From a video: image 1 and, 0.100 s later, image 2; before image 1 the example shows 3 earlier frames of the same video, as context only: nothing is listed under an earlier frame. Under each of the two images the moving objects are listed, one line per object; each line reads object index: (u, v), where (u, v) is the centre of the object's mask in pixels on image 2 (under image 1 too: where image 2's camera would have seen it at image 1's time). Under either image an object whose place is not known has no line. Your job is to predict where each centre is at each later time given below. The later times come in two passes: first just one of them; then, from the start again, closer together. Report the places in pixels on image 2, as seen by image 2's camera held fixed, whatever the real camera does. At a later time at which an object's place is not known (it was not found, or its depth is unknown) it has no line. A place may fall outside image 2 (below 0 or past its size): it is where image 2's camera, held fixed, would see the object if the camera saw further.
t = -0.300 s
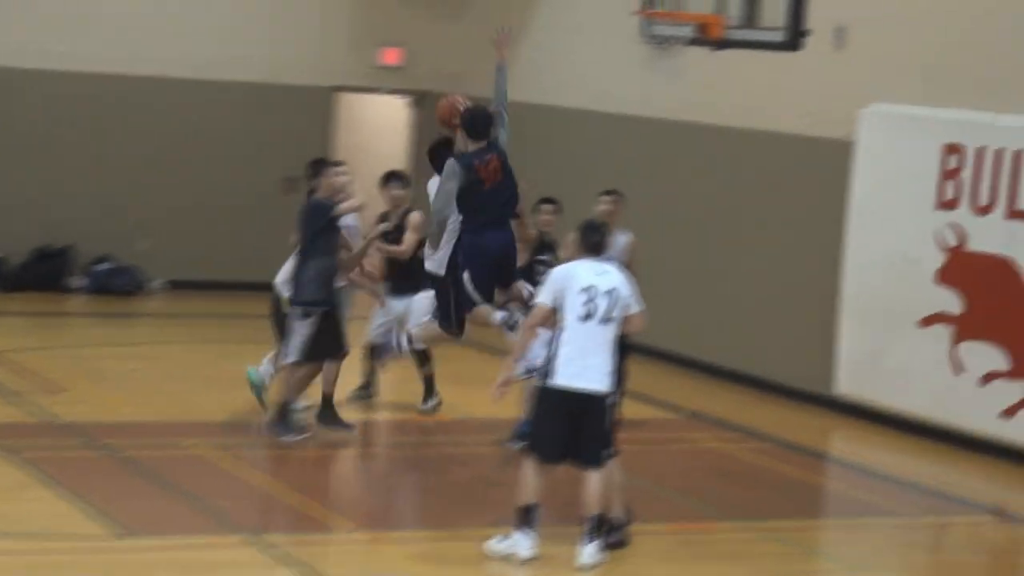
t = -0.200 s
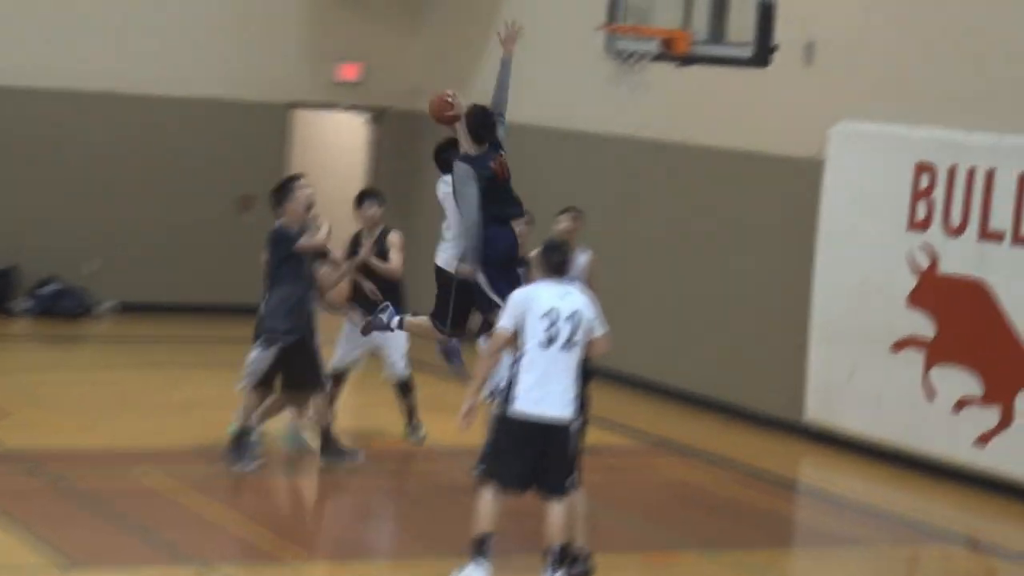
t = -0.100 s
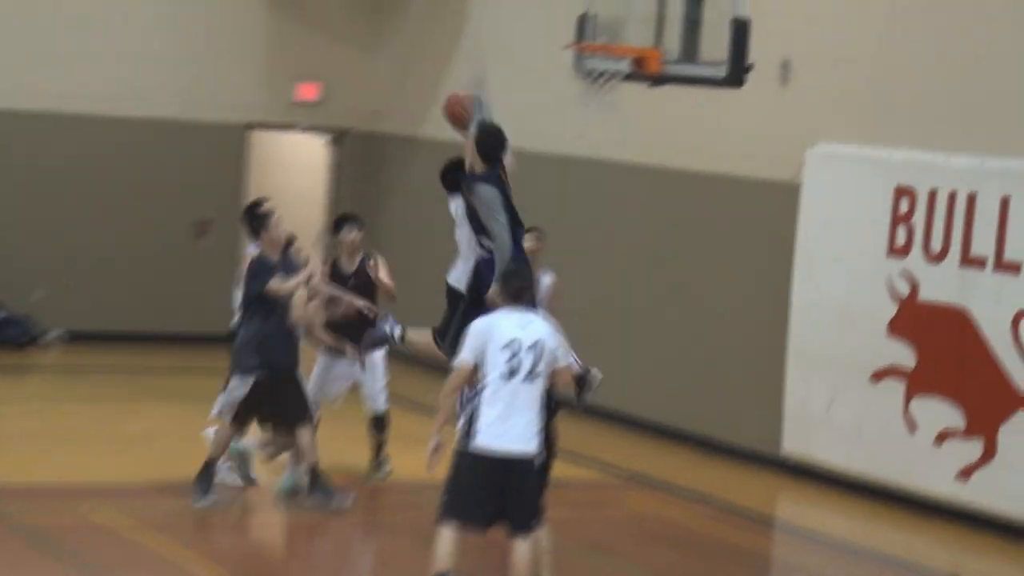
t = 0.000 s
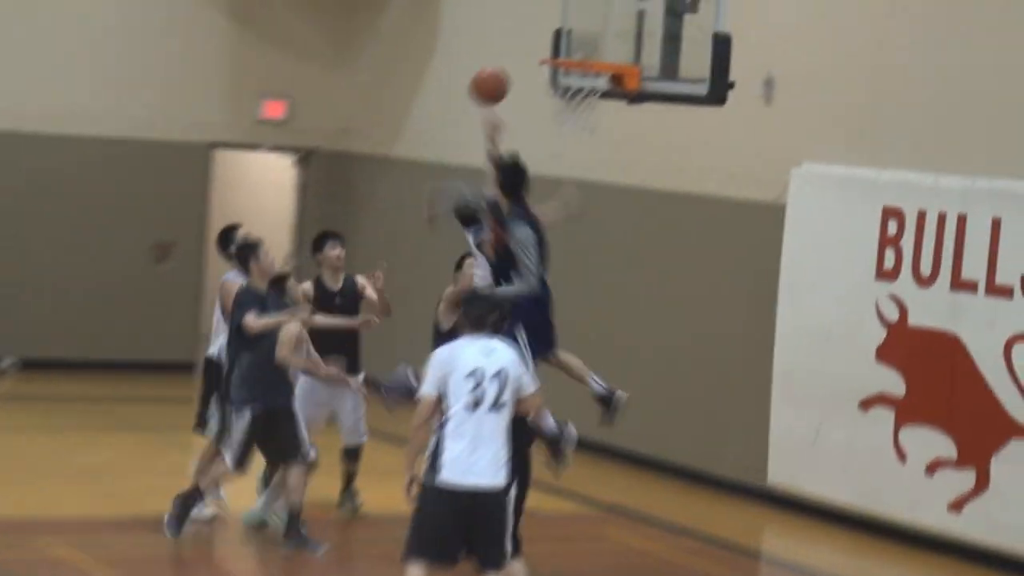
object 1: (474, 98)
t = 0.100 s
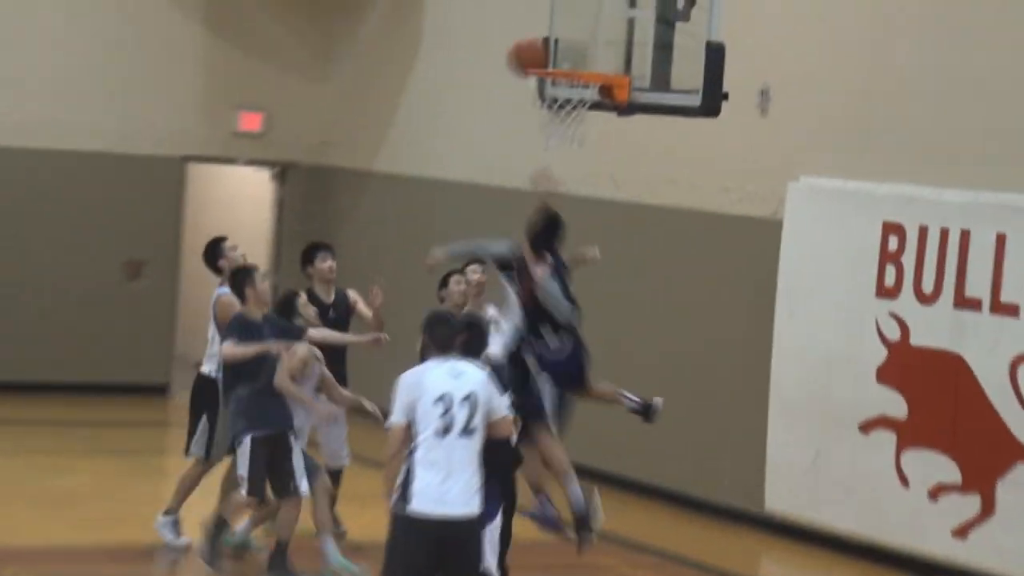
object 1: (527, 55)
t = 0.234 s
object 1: (585, 25)
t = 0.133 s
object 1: (547, 47)
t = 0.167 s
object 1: (569, 38)
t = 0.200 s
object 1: (584, 31)
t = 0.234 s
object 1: (585, 25)
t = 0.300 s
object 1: (573, 16)
